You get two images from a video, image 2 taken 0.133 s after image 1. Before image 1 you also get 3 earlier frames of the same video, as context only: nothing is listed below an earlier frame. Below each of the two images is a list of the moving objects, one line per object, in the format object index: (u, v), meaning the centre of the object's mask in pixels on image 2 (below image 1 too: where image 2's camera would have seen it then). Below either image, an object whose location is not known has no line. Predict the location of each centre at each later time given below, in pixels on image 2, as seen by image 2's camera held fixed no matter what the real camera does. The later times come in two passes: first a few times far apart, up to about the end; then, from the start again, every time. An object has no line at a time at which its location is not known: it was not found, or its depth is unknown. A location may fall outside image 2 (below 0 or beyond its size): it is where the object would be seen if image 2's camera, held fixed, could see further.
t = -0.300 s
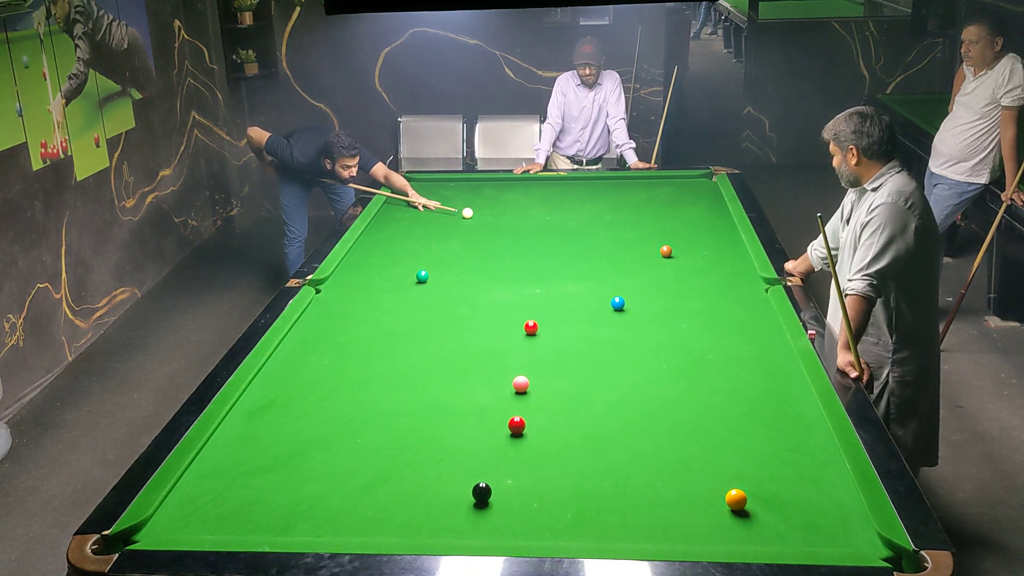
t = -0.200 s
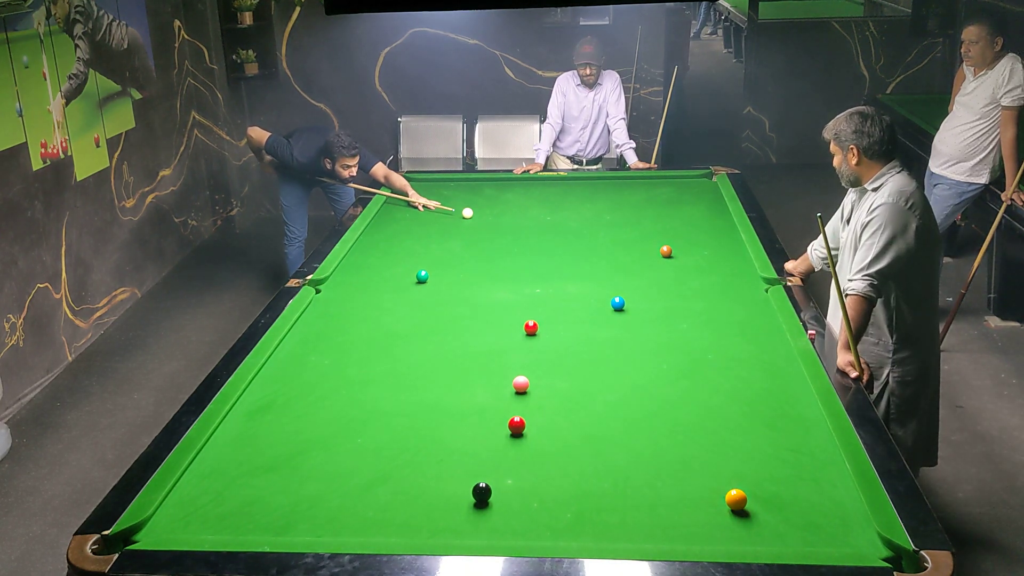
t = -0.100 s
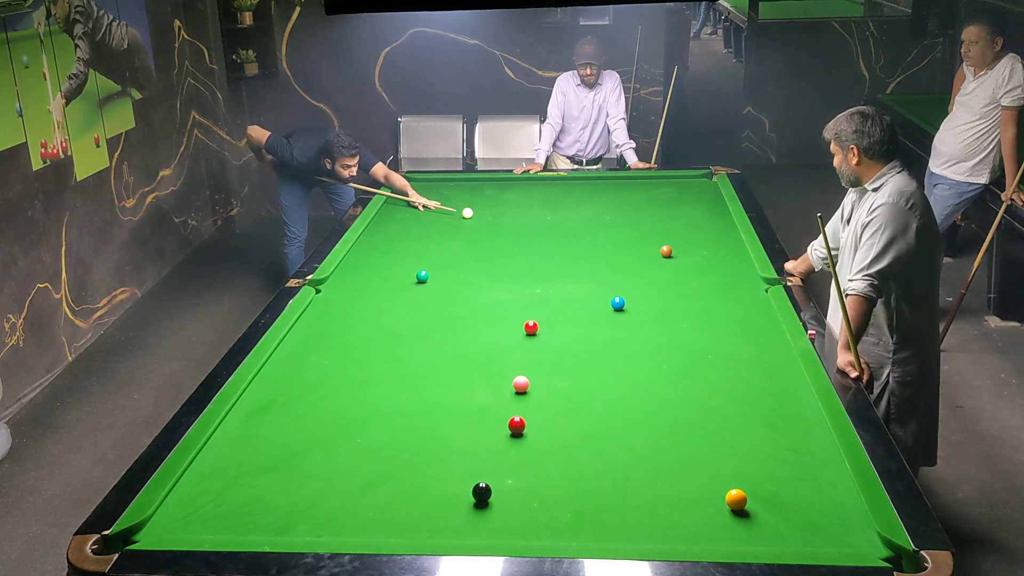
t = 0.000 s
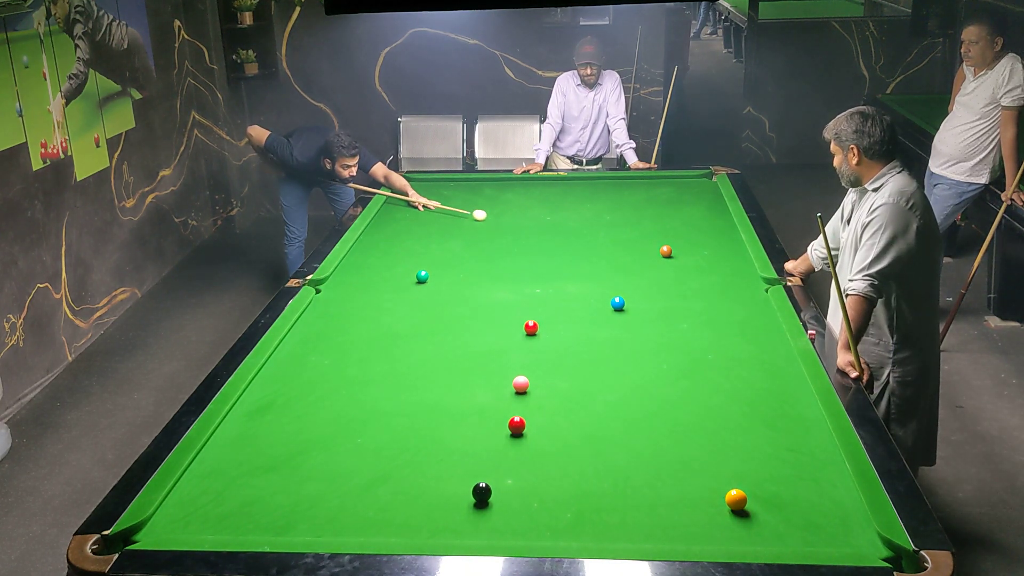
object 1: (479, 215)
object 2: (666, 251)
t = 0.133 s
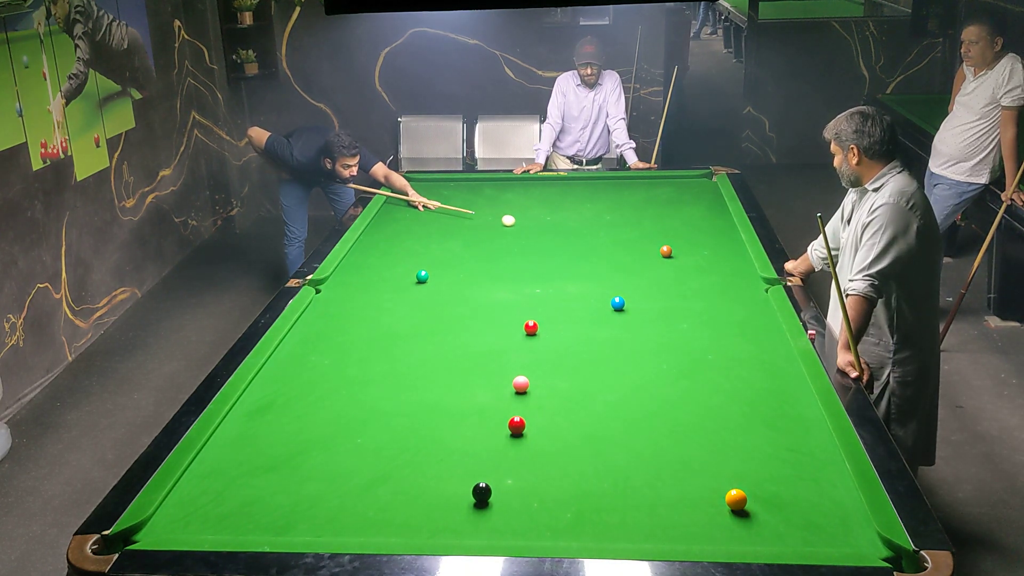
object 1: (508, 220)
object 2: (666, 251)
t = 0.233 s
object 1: (528, 224)
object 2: (666, 251)
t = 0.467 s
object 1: (575, 233)
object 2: (666, 251)
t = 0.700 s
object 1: (625, 242)
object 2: (666, 251)
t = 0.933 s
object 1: (665, 247)
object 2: (678, 255)
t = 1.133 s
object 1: (686, 247)
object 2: (700, 263)
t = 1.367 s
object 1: (708, 247)
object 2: (725, 272)
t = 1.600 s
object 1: (730, 246)
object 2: (752, 282)
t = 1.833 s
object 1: (733, 246)
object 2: (764, 285)
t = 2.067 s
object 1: (720, 246)
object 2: (758, 280)
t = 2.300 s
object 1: (709, 246)
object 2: (747, 280)
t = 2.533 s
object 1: (699, 246)
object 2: (737, 280)
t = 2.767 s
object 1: (691, 246)
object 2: (730, 281)
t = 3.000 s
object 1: (684, 246)
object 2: (723, 281)
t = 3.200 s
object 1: (680, 246)
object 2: (719, 281)
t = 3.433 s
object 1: (676, 246)
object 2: (716, 281)
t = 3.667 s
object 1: (673, 246)
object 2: (715, 281)
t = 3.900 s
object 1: (673, 246)
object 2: (715, 281)
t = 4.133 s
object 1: (673, 246)
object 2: (715, 281)
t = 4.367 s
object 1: (673, 246)
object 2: (715, 281)
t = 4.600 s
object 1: (673, 246)
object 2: (715, 281)
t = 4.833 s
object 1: (673, 246)
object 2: (715, 281)
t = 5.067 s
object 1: (673, 246)
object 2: (715, 281)
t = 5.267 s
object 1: (673, 246)
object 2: (715, 281)
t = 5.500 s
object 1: (673, 246)
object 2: (715, 281)
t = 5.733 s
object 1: (673, 246)
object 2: (715, 281)
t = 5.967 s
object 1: (673, 246)
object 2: (715, 281)
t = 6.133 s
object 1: (673, 246)
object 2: (715, 281)
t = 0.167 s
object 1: (515, 222)
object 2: (666, 251)
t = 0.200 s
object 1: (521, 223)
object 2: (666, 251)
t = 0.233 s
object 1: (528, 224)
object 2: (666, 251)
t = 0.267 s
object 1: (534, 225)
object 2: (666, 251)
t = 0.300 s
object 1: (541, 227)
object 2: (666, 251)
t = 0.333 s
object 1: (548, 228)
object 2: (666, 251)
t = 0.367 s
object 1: (555, 229)
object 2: (666, 251)
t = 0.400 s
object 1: (562, 230)
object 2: (666, 251)
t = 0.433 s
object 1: (568, 232)
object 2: (666, 251)
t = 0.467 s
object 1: (575, 233)
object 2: (666, 251)
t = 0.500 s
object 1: (582, 234)
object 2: (666, 251)
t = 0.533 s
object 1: (589, 236)
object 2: (666, 251)
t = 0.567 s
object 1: (597, 237)
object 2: (666, 251)
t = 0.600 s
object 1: (604, 238)
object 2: (666, 251)
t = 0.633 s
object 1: (611, 239)
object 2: (666, 251)
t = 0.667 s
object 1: (618, 241)
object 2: (666, 251)
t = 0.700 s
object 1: (625, 242)
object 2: (666, 251)
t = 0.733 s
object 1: (633, 243)
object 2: (666, 251)
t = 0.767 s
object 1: (640, 245)
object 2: (666, 251)
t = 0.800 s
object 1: (647, 246)
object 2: (666, 251)
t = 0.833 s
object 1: (654, 247)
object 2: (666, 251)
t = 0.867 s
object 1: (659, 247)
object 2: (669, 252)
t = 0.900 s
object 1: (662, 247)
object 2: (674, 254)
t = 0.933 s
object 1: (665, 247)
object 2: (678, 255)
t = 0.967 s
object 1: (668, 247)
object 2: (682, 257)
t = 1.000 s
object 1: (672, 247)
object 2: (685, 258)
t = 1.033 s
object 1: (675, 247)
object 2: (689, 259)
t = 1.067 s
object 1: (679, 247)
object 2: (692, 260)
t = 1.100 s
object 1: (682, 247)
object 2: (696, 262)
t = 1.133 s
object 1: (686, 247)
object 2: (700, 263)
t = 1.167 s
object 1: (689, 247)
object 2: (703, 264)
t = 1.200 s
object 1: (692, 247)
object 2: (707, 266)
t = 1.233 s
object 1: (695, 247)
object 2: (711, 267)
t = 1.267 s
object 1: (699, 247)
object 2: (714, 268)
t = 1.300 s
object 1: (702, 247)
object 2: (718, 270)
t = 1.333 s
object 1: (705, 247)
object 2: (722, 271)
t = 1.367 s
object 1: (708, 247)
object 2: (725, 272)
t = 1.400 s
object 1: (712, 247)
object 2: (729, 274)
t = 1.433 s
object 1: (714, 247)
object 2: (733, 275)
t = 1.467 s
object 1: (718, 246)
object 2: (737, 276)
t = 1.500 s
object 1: (721, 246)
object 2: (741, 278)
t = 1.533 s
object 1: (723, 246)
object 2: (744, 279)
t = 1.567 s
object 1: (727, 246)
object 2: (748, 280)
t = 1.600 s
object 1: (730, 246)
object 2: (752, 282)
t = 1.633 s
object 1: (732, 246)
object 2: (756, 283)
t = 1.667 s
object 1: (735, 246)
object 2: (759, 284)
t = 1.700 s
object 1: (738, 246)
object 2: (763, 286)
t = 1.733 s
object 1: (739, 246)
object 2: (766, 286)
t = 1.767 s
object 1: (737, 246)
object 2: (766, 286)
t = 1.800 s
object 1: (735, 246)
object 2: (765, 285)
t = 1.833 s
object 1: (733, 246)
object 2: (764, 285)
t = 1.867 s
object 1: (731, 246)
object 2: (763, 284)
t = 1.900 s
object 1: (729, 246)
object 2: (763, 283)
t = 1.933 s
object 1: (727, 246)
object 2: (763, 282)
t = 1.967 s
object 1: (725, 246)
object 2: (762, 281)
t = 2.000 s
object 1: (724, 246)
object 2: (761, 280)
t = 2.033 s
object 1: (722, 246)
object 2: (759, 280)
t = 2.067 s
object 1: (720, 246)
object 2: (758, 280)
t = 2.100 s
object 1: (718, 246)
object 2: (756, 280)
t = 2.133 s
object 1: (717, 246)
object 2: (754, 280)
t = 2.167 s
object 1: (715, 246)
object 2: (753, 280)
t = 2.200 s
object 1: (713, 246)
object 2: (751, 280)
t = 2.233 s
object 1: (712, 246)
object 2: (750, 280)
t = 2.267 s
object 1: (710, 246)
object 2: (748, 280)
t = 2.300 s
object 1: (709, 246)
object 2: (747, 280)
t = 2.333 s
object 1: (707, 246)
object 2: (745, 280)
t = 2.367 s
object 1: (706, 246)
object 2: (744, 280)
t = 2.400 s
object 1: (704, 246)
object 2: (743, 280)
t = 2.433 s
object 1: (703, 246)
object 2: (741, 280)
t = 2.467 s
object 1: (702, 246)
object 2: (740, 280)
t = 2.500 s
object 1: (700, 246)
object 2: (739, 280)
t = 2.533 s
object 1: (699, 246)
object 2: (737, 280)
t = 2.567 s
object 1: (698, 246)
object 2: (736, 280)
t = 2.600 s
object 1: (696, 246)
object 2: (735, 280)
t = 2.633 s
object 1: (695, 246)
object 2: (734, 281)
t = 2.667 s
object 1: (694, 246)
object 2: (733, 281)
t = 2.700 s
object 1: (693, 246)
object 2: (732, 281)
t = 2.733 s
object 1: (692, 246)
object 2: (731, 281)
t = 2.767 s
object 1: (691, 246)
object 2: (730, 281)
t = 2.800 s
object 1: (690, 246)
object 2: (729, 281)
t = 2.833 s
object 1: (689, 246)
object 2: (728, 281)
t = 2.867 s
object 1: (688, 246)
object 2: (727, 281)
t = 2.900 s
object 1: (687, 246)
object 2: (726, 281)
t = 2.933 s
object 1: (686, 246)
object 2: (725, 281)
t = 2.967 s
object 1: (685, 246)
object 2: (724, 281)
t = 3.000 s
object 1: (684, 246)
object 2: (723, 281)
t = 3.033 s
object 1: (683, 246)
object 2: (723, 281)
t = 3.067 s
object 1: (683, 246)
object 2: (722, 281)
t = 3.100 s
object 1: (682, 246)
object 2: (721, 281)
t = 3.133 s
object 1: (681, 246)
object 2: (720, 281)
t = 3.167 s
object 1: (680, 246)
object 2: (720, 281)
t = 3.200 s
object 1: (680, 246)
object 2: (719, 281)
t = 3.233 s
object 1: (679, 246)
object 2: (719, 281)
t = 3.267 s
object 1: (678, 246)
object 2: (718, 281)
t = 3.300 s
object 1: (678, 246)
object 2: (718, 281)
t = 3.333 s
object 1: (677, 246)
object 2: (717, 281)
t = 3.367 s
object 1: (677, 246)
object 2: (717, 281)
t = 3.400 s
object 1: (676, 246)
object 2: (717, 281)
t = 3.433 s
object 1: (676, 246)
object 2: (716, 281)
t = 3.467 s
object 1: (675, 246)
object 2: (716, 281)
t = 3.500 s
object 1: (675, 246)
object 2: (716, 281)
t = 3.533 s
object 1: (675, 246)
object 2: (716, 281)
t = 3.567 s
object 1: (674, 246)
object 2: (715, 281)
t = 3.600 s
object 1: (674, 246)
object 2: (715, 281)
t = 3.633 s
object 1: (674, 246)
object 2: (715, 281)
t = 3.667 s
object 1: (673, 246)
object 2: (715, 281)
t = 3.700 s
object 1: (673, 246)
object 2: (715, 281)
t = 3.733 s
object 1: (673, 246)
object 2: (715, 281)
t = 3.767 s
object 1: (673, 246)
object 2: (715, 281)
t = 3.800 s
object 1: (673, 246)
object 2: (715, 281)
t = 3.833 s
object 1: (673, 246)
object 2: (715, 281)
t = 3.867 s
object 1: (673, 246)
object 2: (715, 281)
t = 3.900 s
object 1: (673, 246)
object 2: (715, 281)
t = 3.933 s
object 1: (673, 246)
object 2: (715, 281)
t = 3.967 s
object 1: (673, 246)
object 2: (715, 281)
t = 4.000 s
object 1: (673, 246)
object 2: (715, 281)
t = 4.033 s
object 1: (673, 246)
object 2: (715, 281)
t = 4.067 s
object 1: (673, 246)
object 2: (715, 281)
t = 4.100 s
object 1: (673, 246)
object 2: (715, 281)
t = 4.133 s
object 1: (673, 246)
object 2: (715, 281)
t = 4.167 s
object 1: (673, 246)
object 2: (715, 281)
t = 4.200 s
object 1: (673, 246)
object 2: (715, 281)
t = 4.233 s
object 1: (673, 246)
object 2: (715, 281)
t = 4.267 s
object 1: (673, 246)
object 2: (715, 281)
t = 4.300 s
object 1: (673, 246)
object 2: (715, 281)
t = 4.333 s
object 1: (673, 246)
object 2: (715, 281)
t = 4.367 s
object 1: (673, 246)
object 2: (715, 281)
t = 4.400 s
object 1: (673, 246)
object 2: (715, 281)
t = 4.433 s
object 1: (673, 246)
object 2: (716, 281)
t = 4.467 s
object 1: (673, 246)
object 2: (715, 281)
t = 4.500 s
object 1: (673, 246)
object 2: (715, 281)
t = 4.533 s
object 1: (673, 246)
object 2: (715, 281)
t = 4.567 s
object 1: (673, 246)
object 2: (715, 281)
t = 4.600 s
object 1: (673, 246)
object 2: (715, 281)
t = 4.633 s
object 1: (673, 246)
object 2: (715, 281)
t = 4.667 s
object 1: (673, 246)
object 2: (715, 281)
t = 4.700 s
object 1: (673, 246)
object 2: (715, 281)
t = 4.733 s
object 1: (673, 246)
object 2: (715, 281)
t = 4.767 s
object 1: (673, 246)
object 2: (715, 281)
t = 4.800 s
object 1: (673, 246)
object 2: (715, 281)
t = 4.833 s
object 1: (673, 246)
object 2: (715, 281)
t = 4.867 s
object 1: (673, 246)
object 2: (715, 281)
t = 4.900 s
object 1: (673, 246)
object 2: (715, 281)
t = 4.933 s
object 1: (673, 246)
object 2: (715, 281)
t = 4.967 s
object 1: (673, 246)
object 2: (715, 281)
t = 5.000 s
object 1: (673, 246)
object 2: (715, 281)
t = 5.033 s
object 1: (673, 246)
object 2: (715, 281)
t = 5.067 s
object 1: (673, 246)
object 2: (715, 281)
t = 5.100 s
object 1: (673, 246)
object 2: (715, 281)
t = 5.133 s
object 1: (673, 246)
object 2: (715, 281)
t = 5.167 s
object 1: (673, 246)
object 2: (715, 281)
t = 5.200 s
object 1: (673, 246)
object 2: (715, 281)
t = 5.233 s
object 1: (673, 246)
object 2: (715, 281)
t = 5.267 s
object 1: (673, 246)
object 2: (715, 281)
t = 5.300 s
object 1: (673, 246)
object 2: (715, 281)
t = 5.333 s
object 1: (673, 246)
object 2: (715, 281)
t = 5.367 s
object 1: (673, 246)
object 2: (715, 281)
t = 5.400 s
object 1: (673, 246)
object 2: (715, 281)
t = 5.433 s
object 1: (673, 246)
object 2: (715, 281)
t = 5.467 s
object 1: (673, 246)
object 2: (715, 281)
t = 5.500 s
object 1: (673, 246)
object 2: (715, 281)
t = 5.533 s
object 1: (673, 246)
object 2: (715, 281)
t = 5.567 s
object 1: (673, 246)
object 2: (715, 281)
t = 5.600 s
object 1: (673, 246)
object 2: (715, 281)
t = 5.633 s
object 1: (673, 246)
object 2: (715, 281)
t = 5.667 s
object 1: (673, 246)
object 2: (715, 281)
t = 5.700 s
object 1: (673, 246)
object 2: (715, 281)
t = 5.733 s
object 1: (673, 246)
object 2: (715, 281)
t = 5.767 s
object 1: (673, 246)
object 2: (715, 281)
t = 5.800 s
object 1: (673, 246)
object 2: (715, 281)
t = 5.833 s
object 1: (673, 246)
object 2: (715, 281)
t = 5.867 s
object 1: (673, 246)
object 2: (715, 281)
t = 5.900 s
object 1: (673, 246)
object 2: (715, 281)
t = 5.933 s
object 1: (673, 246)
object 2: (715, 281)
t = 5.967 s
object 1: (673, 246)
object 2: (715, 281)
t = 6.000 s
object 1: (673, 246)
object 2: (715, 281)
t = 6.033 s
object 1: (673, 246)
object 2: (715, 281)
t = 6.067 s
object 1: (673, 246)
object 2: (715, 281)
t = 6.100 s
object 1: (673, 246)
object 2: (715, 281)
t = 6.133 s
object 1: (673, 246)
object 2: (715, 281)
